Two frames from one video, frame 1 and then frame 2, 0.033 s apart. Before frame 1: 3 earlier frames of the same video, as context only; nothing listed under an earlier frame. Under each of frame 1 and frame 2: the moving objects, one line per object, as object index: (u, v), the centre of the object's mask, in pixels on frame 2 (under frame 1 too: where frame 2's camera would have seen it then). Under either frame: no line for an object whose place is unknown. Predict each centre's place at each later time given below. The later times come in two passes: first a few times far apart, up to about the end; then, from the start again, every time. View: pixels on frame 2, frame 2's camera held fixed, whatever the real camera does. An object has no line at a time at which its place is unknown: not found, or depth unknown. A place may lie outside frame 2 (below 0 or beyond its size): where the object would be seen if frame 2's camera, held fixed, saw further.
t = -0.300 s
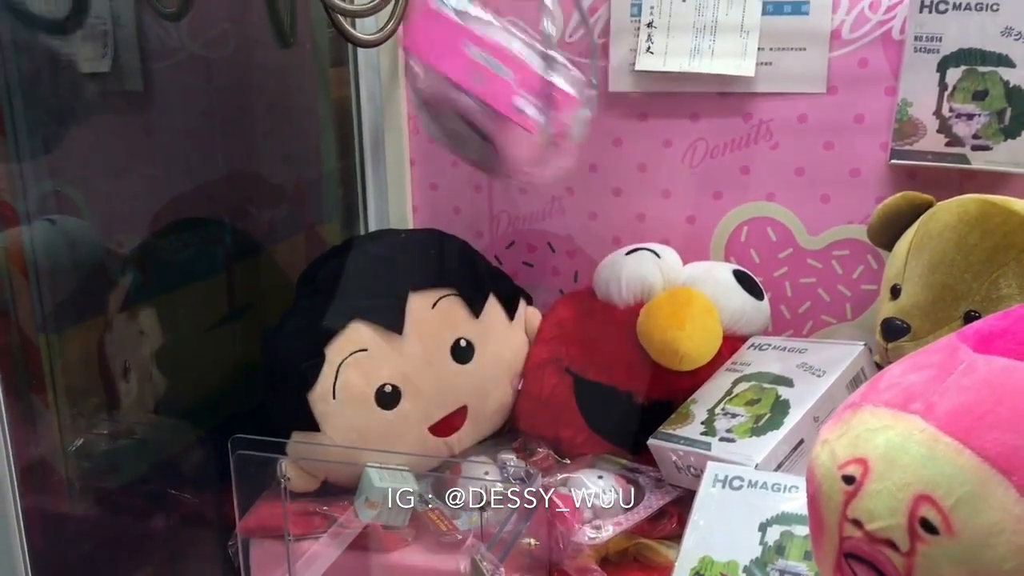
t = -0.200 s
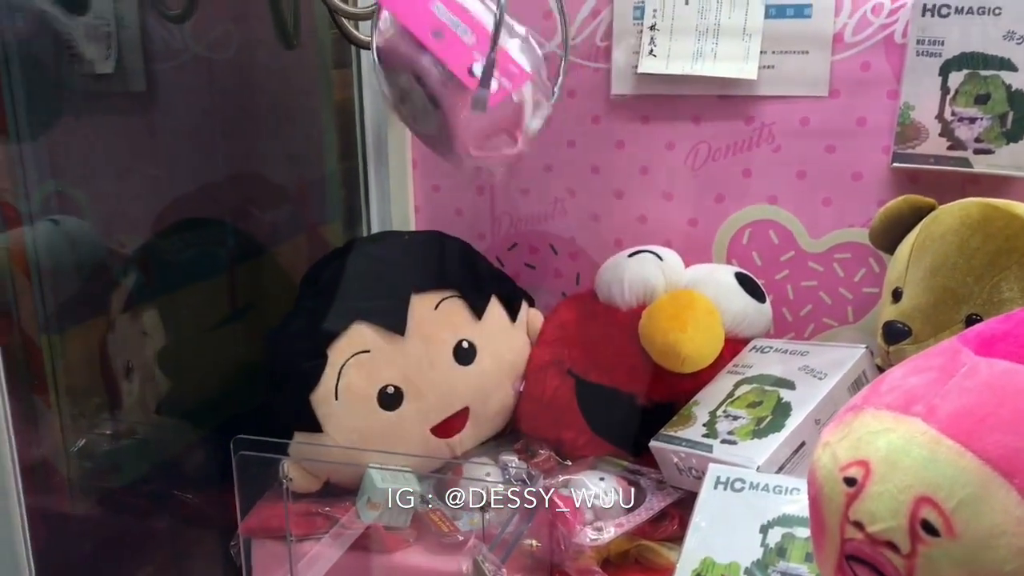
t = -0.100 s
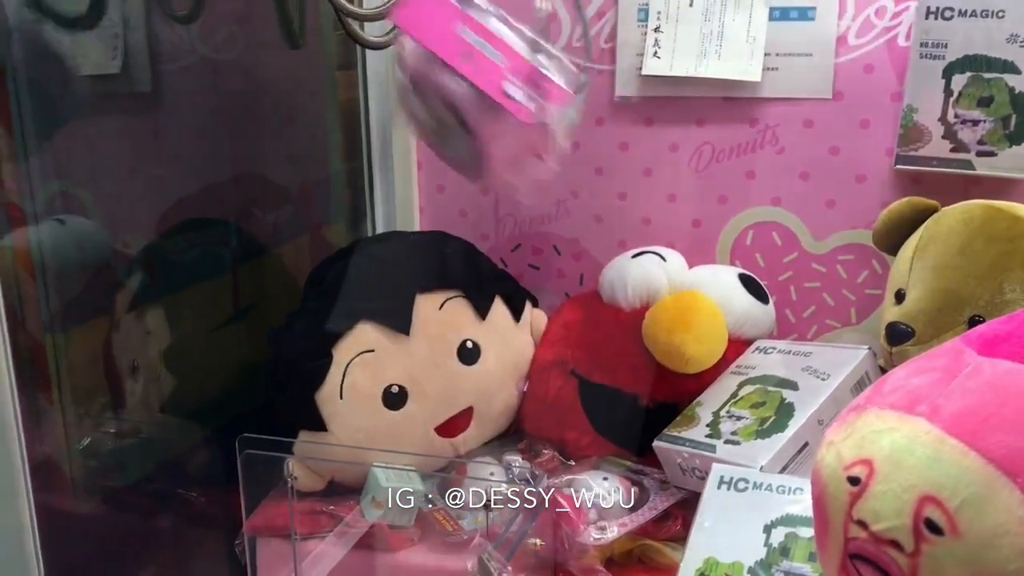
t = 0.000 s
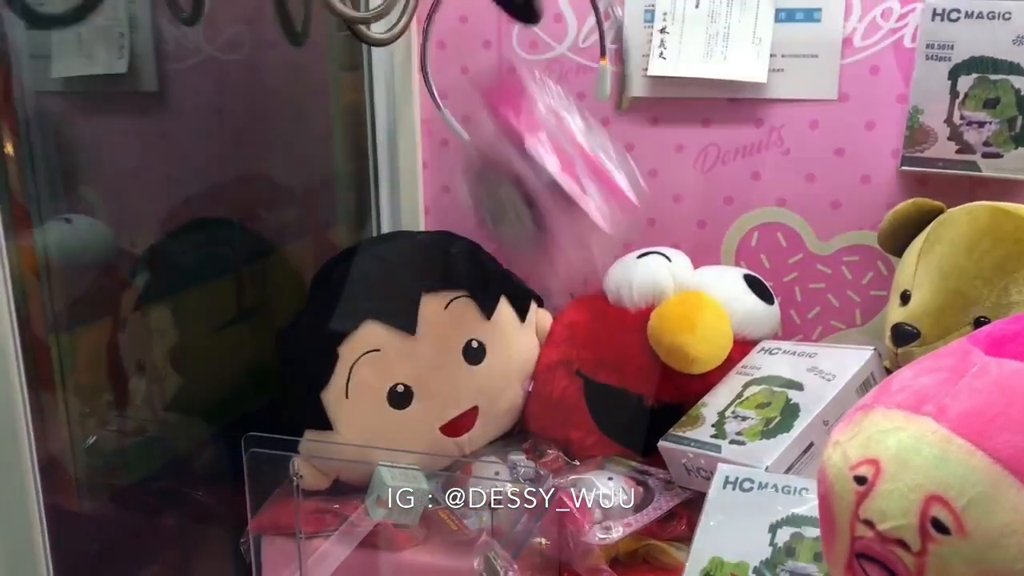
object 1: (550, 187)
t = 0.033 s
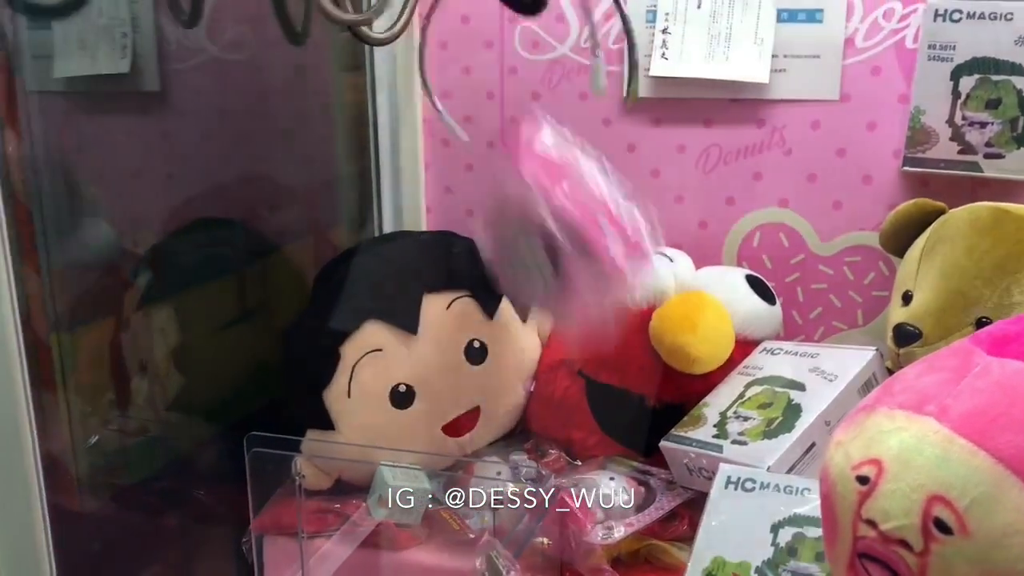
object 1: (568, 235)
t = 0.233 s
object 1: (582, 367)
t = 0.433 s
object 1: (572, 397)
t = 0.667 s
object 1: (569, 398)
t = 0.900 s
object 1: (569, 398)
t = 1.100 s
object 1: (569, 398)
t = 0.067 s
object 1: (584, 298)
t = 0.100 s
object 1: (601, 372)
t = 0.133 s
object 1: (601, 398)
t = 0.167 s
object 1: (592, 379)
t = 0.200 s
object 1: (582, 371)
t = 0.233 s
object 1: (582, 367)
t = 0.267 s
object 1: (586, 369)
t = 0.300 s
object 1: (590, 378)
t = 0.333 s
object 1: (588, 391)
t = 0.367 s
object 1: (585, 395)
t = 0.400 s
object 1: (579, 394)
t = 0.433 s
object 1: (572, 397)
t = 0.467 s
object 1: (569, 398)
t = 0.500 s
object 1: (568, 398)
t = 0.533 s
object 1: (569, 398)
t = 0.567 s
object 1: (569, 398)
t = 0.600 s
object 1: (569, 398)
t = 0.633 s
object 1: (569, 398)
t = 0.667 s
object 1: (569, 398)
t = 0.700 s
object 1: (569, 398)
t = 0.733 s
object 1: (569, 398)
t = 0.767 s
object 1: (569, 398)
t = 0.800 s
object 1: (569, 398)
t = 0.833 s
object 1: (569, 398)
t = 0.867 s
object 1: (569, 398)
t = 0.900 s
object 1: (569, 398)
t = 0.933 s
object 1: (569, 398)
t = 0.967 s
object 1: (569, 398)
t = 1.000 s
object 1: (569, 398)
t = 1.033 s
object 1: (569, 398)
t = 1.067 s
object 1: (569, 398)
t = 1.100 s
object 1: (569, 398)
